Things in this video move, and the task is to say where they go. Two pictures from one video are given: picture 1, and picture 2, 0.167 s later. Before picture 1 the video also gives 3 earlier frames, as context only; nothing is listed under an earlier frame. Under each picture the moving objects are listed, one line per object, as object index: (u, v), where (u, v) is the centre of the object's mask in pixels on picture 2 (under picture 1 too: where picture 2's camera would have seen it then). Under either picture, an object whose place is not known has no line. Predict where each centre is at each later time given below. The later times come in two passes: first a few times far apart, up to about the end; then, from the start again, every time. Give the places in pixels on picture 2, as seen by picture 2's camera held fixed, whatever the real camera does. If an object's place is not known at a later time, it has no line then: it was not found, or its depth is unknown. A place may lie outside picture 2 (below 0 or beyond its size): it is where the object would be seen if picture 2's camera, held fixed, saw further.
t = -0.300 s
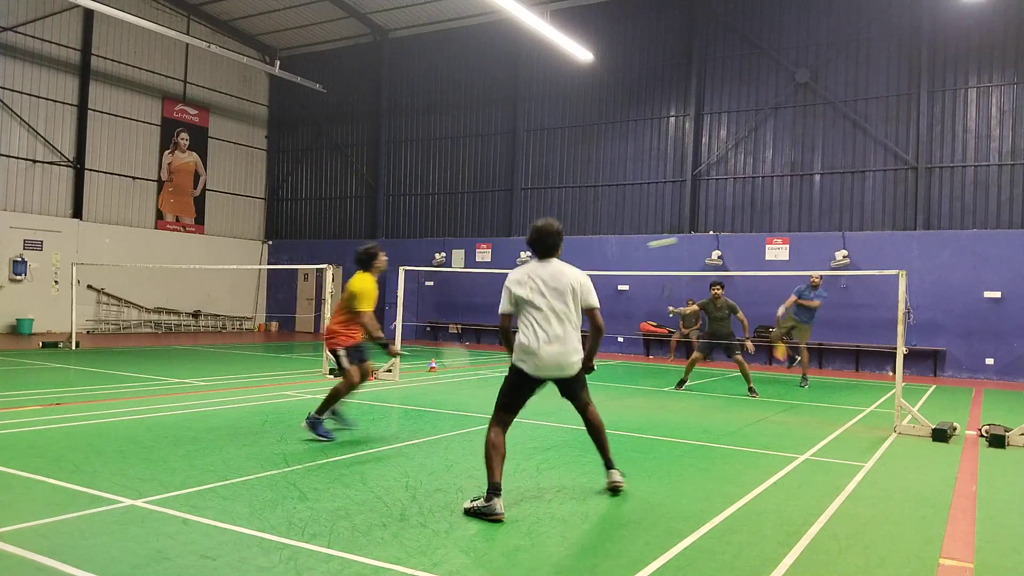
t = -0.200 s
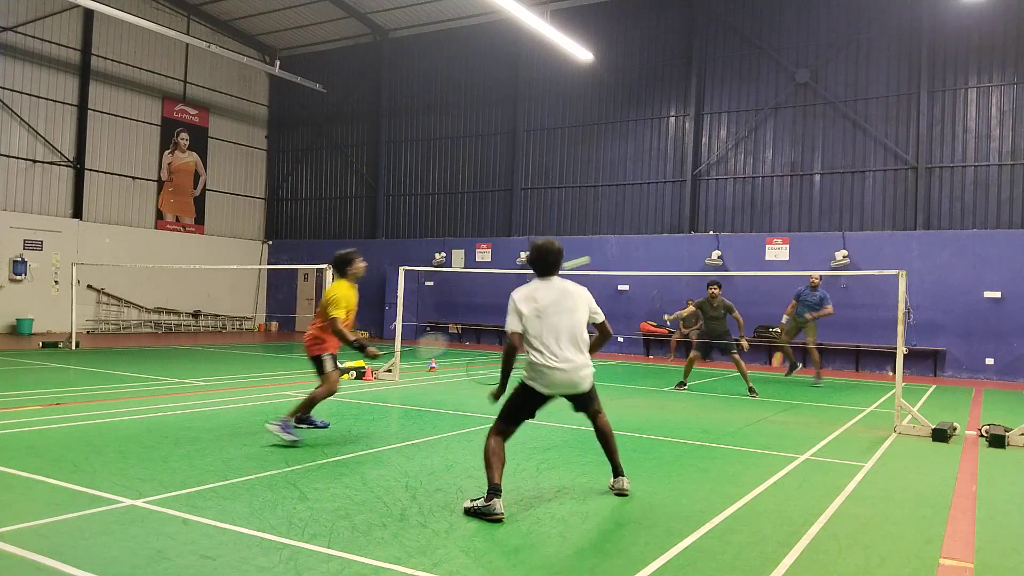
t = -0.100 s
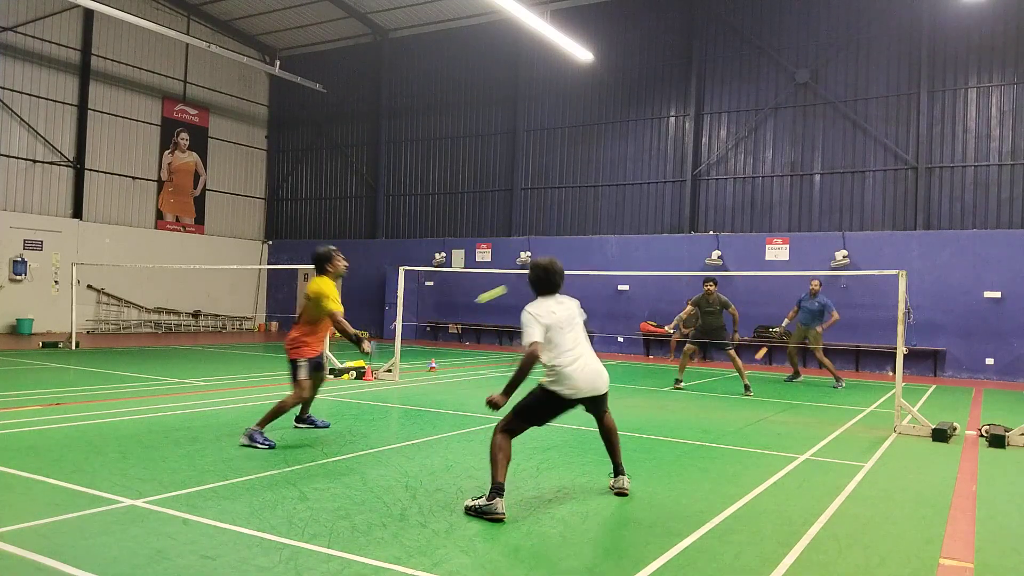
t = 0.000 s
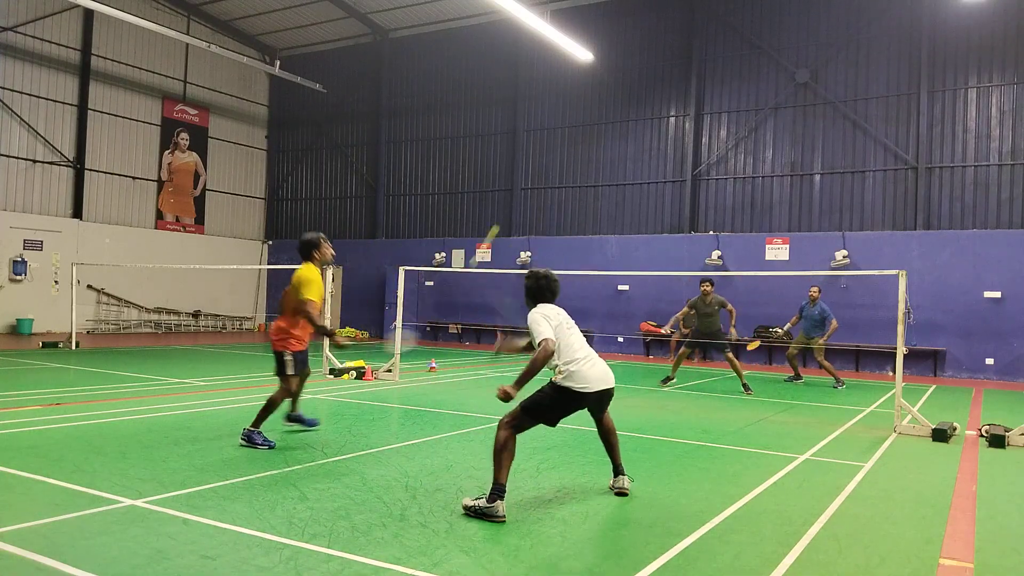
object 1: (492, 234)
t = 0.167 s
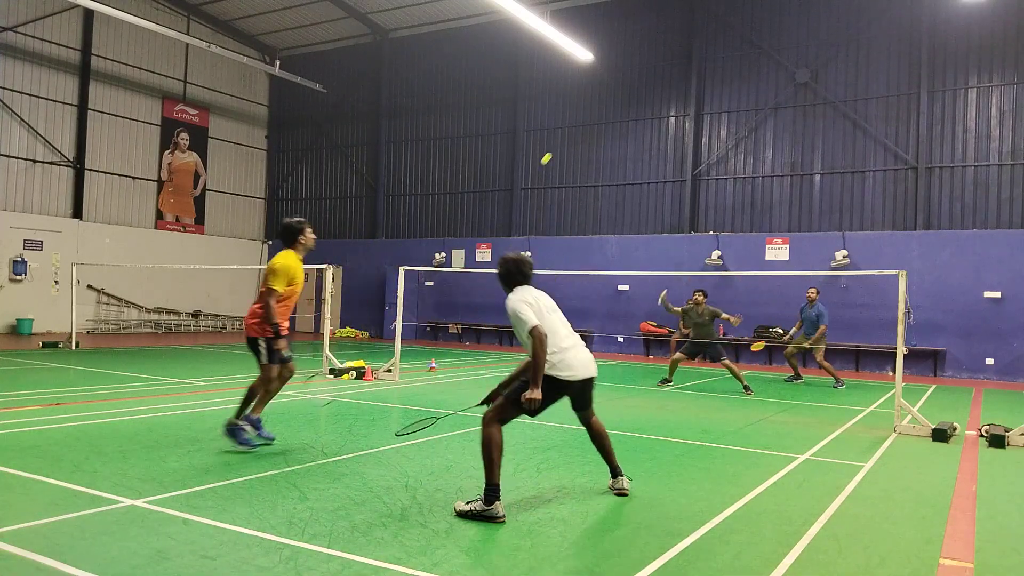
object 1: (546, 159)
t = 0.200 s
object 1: (552, 152)
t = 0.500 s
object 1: (585, 145)
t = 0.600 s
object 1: (591, 157)
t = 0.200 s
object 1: (552, 152)
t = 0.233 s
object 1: (558, 147)
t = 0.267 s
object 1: (563, 143)
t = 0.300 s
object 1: (567, 140)
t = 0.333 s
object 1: (571, 139)
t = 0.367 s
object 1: (574, 139)
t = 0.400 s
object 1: (577, 139)
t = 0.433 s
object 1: (580, 141)
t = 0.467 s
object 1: (583, 143)
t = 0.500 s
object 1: (585, 145)
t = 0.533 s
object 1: (588, 149)
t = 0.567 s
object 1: (589, 152)
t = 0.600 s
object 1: (591, 157)
